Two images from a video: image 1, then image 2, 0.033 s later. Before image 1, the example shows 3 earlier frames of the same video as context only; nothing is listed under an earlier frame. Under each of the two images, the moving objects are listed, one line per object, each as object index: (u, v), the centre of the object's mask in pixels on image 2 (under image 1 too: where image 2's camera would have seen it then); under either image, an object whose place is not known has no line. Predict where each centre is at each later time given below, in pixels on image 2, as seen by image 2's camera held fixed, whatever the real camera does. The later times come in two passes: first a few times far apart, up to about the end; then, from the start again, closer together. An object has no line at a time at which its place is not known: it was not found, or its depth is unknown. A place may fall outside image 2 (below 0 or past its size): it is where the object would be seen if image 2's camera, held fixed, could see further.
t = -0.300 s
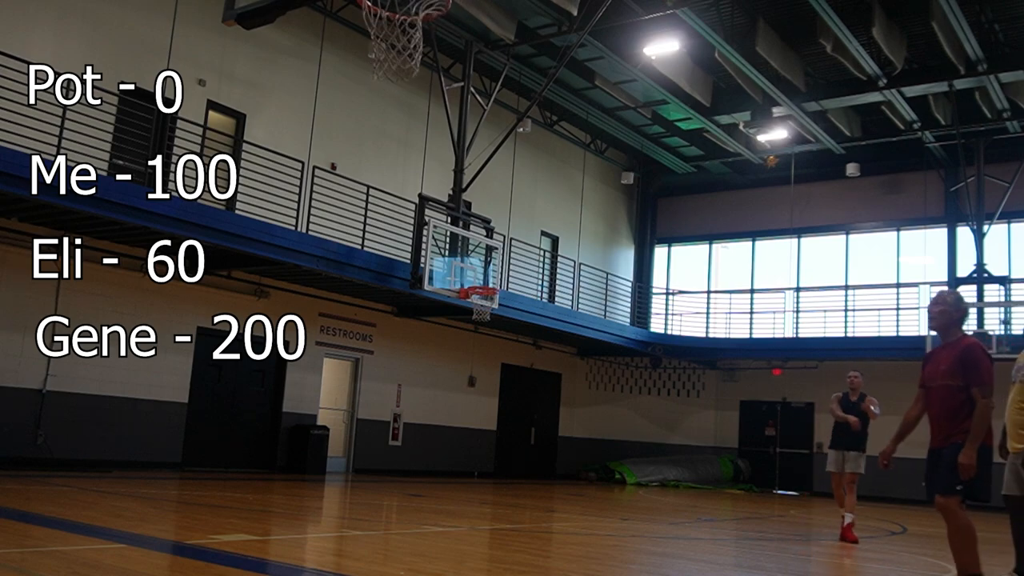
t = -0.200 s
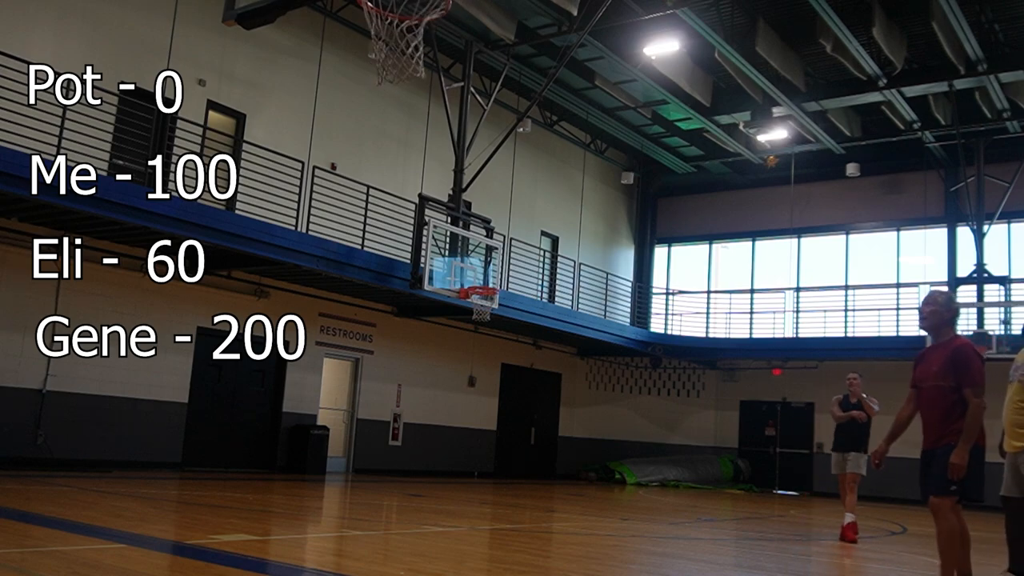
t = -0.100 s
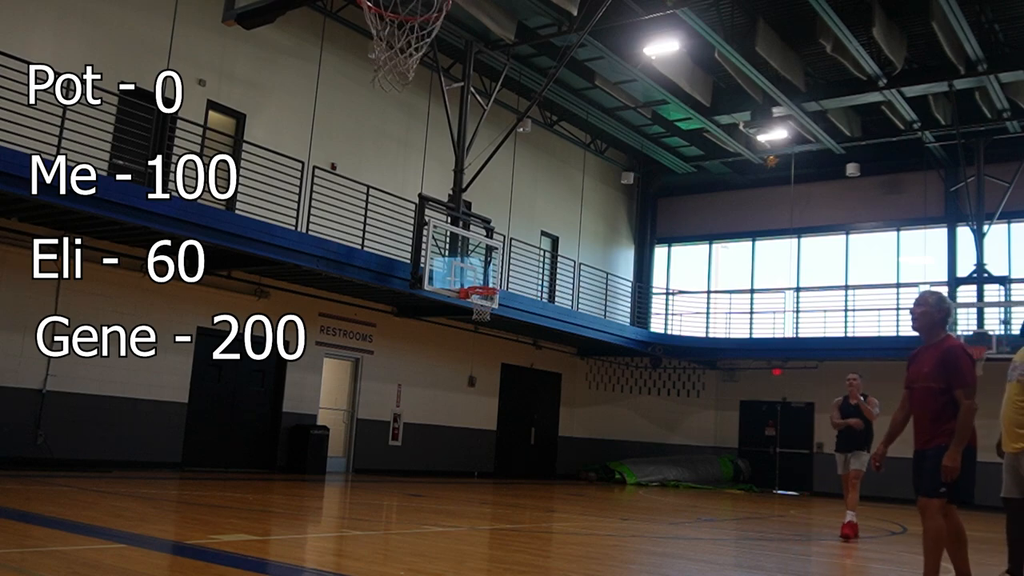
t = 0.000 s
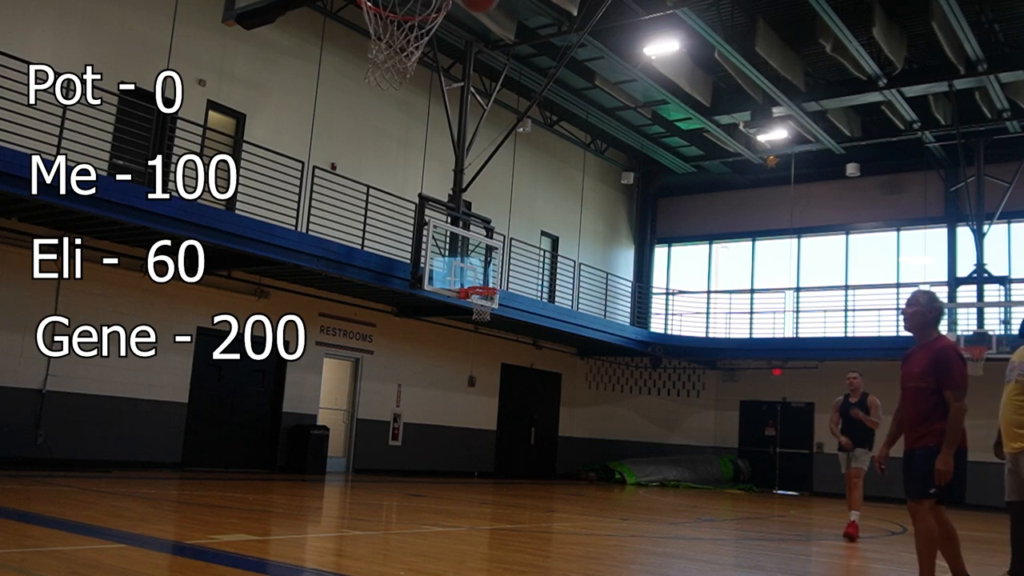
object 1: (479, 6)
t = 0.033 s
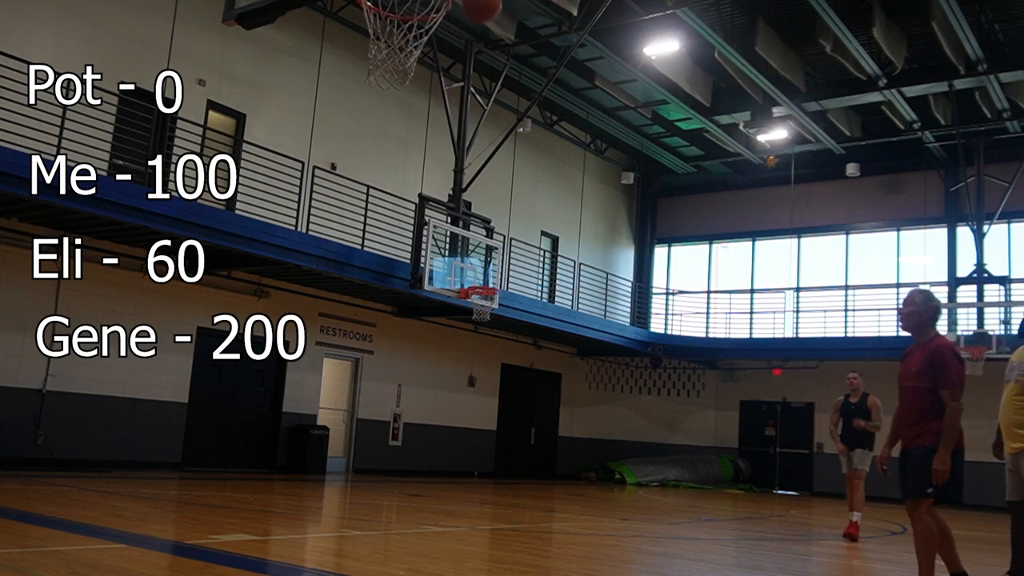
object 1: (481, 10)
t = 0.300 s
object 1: (493, 141)
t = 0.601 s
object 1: (495, 426)
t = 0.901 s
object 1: (499, 385)
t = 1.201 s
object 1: (500, 262)
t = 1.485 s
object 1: (493, 266)
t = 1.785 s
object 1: (476, 401)
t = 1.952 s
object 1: (463, 541)
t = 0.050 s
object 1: (483, 13)
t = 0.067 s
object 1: (484, 16)
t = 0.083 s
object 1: (485, 21)
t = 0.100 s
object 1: (485, 27)
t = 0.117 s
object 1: (486, 34)
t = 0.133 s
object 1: (486, 43)
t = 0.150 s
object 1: (487, 52)
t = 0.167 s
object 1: (488, 59)
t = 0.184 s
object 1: (489, 69)
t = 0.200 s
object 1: (490, 77)
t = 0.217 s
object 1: (490, 87)
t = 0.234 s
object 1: (491, 98)
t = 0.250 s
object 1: (492, 108)
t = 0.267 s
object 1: (492, 120)
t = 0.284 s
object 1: (492, 129)
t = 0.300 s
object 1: (493, 141)
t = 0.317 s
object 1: (493, 155)
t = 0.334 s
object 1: (493, 168)
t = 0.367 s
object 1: (494, 193)
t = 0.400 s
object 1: (495, 221)
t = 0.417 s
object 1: (495, 236)
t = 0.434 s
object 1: (495, 252)
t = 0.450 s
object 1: (495, 267)
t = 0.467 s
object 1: (495, 284)
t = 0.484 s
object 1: (496, 301)
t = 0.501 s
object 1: (496, 318)
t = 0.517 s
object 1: (496, 335)
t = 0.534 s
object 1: (496, 350)
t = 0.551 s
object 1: (496, 368)
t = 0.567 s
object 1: (496, 386)
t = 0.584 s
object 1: (496, 405)
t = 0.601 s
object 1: (495, 426)
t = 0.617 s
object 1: (495, 447)
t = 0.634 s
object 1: (494, 462)
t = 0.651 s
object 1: (494, 484)
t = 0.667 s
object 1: (493, 505)
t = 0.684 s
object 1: (493, 529)
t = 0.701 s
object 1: (492, 545)
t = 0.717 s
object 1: (493, 531)
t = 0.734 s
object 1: (493, 515)
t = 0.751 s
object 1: (494, 500)
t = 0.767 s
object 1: (495, 486)
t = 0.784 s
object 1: (496, 470)
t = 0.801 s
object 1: (496, 458)
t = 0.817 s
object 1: (497, 447)
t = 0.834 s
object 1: (497, 433)
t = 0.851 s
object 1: (498, 421)
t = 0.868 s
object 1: (499, 408)
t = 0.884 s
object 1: (499, 396)
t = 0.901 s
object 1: (499, 385)
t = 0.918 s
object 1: (499, 374)
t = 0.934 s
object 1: (500, 365)
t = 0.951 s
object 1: (500, 355)
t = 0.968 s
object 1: (500, 345)
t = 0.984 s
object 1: (500, 337)
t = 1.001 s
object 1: (501, 329)
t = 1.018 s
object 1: (500, 321)
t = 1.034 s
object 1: (501, 314)
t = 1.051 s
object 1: (500, 308)
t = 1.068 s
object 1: (501, 301)
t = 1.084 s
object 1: (501, 294)
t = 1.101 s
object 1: (501, 288)
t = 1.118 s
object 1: (501, 283)
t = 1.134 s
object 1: (501, 278)
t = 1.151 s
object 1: (501, 273)
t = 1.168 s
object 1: (501, 268)
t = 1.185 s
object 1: (500, 265)
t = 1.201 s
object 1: (500, 262)
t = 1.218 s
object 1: (500, 259)
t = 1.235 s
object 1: (500, 256)
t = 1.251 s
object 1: (500, 254)
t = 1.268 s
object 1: (500, 252)
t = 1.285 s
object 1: (499, 251)
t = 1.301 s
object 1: (499, 250)
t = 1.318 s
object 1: (498, 250)
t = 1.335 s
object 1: (498, 249)
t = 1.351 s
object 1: (498, 250)
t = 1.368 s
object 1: (498, 250)
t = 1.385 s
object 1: (497, 251)
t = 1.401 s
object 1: (496, 253)
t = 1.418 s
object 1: (496, 255)
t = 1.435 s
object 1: (495, 257)
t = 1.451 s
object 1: (495, 260)
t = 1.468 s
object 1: (494, 262)
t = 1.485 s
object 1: (493, 266)
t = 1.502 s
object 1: (493, 270)
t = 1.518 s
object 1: (492, 274)
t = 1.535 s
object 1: (492, 279)
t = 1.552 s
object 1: (490, 284)
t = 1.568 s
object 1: (490, 290)
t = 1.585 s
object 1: (489, 296)
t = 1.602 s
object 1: (488, 303)
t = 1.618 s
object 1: (487, 309)
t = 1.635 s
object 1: (487, 317)
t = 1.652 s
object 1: (485, 324)
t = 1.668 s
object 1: (485, 332)
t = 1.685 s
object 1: (484, 340)
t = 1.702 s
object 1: (482, 349)
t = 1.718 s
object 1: (482, 357)
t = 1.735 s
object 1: (480, 368)
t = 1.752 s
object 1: (479, 378)
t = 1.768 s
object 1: (477, 389)
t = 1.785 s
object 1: (476, 401)
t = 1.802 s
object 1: (475, 412)
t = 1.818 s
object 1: (474, 426)
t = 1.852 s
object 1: (471, 451)
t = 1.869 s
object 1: (471, 463)
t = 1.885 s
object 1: (469, 477)
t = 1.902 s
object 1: (468, 492)
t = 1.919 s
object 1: (466, 506)
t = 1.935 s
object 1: (464, 524)
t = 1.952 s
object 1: (463, 541)
